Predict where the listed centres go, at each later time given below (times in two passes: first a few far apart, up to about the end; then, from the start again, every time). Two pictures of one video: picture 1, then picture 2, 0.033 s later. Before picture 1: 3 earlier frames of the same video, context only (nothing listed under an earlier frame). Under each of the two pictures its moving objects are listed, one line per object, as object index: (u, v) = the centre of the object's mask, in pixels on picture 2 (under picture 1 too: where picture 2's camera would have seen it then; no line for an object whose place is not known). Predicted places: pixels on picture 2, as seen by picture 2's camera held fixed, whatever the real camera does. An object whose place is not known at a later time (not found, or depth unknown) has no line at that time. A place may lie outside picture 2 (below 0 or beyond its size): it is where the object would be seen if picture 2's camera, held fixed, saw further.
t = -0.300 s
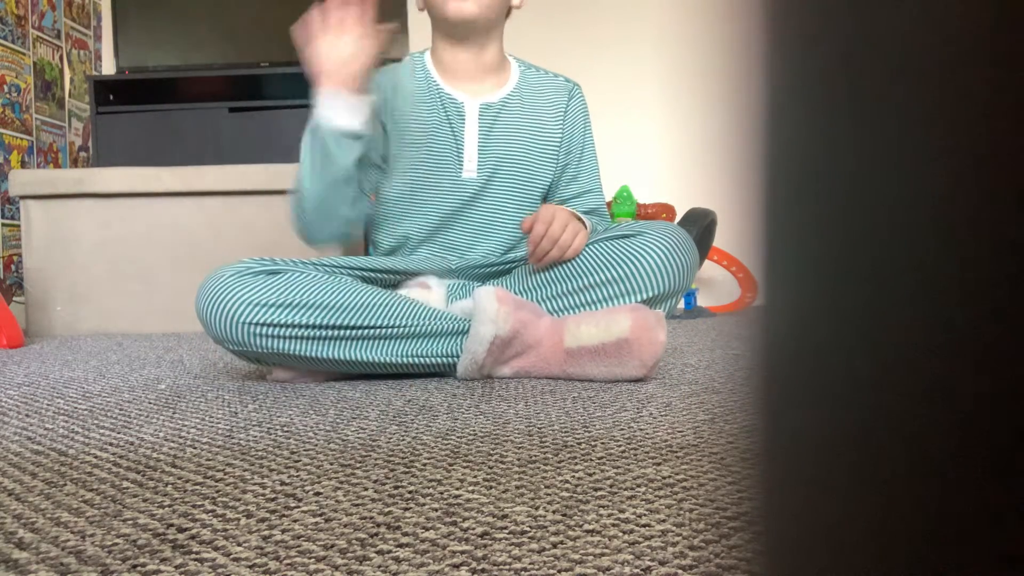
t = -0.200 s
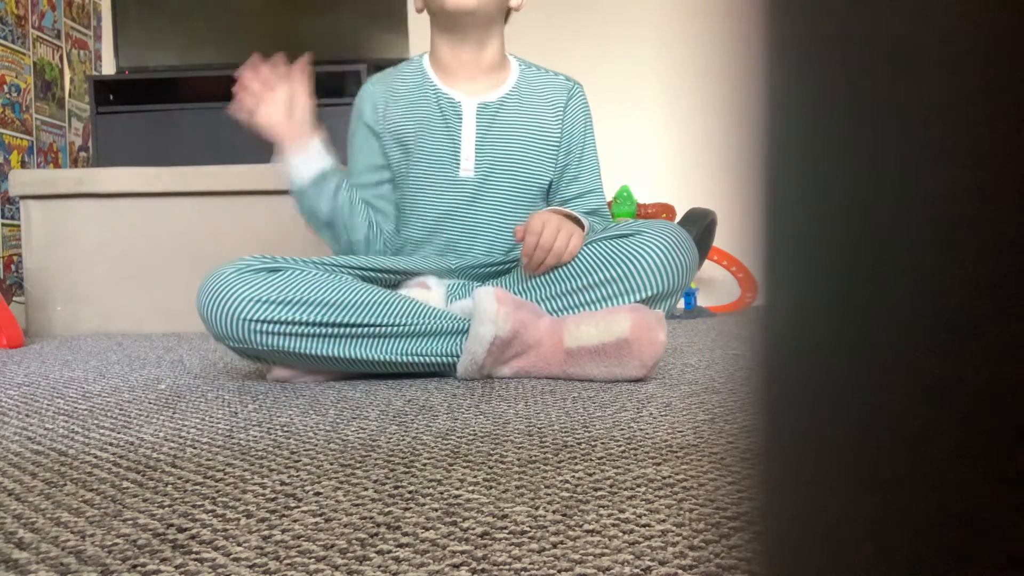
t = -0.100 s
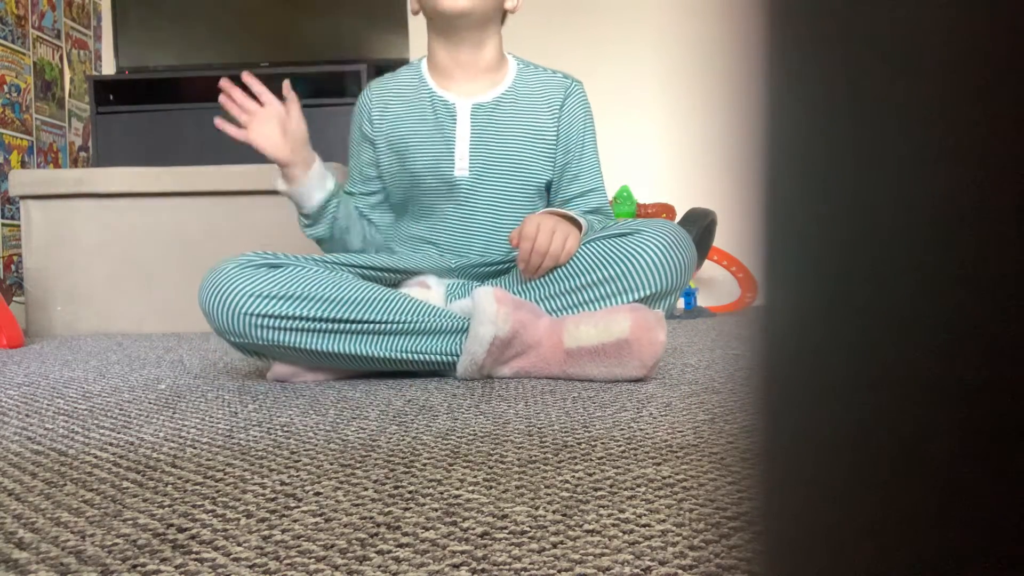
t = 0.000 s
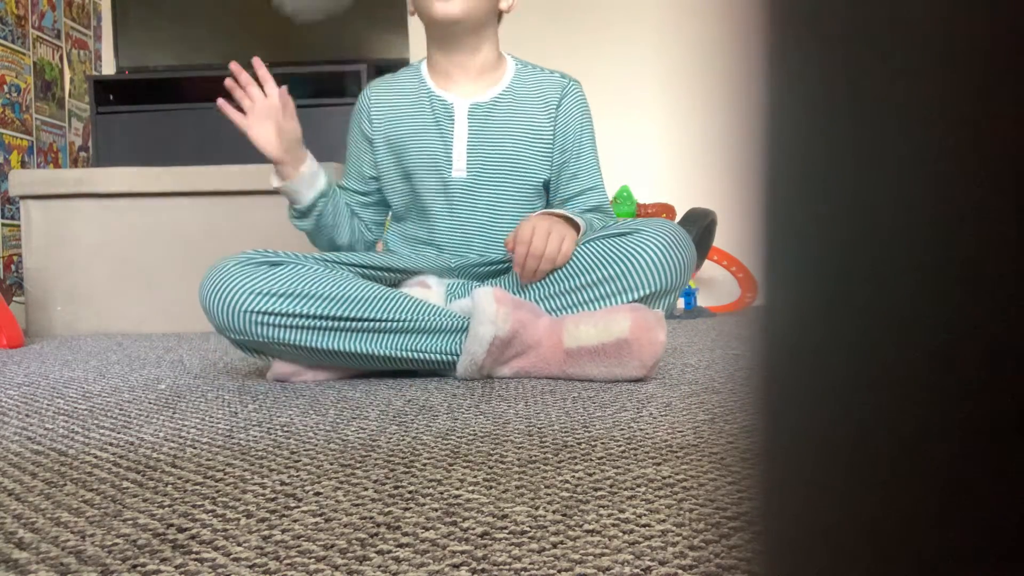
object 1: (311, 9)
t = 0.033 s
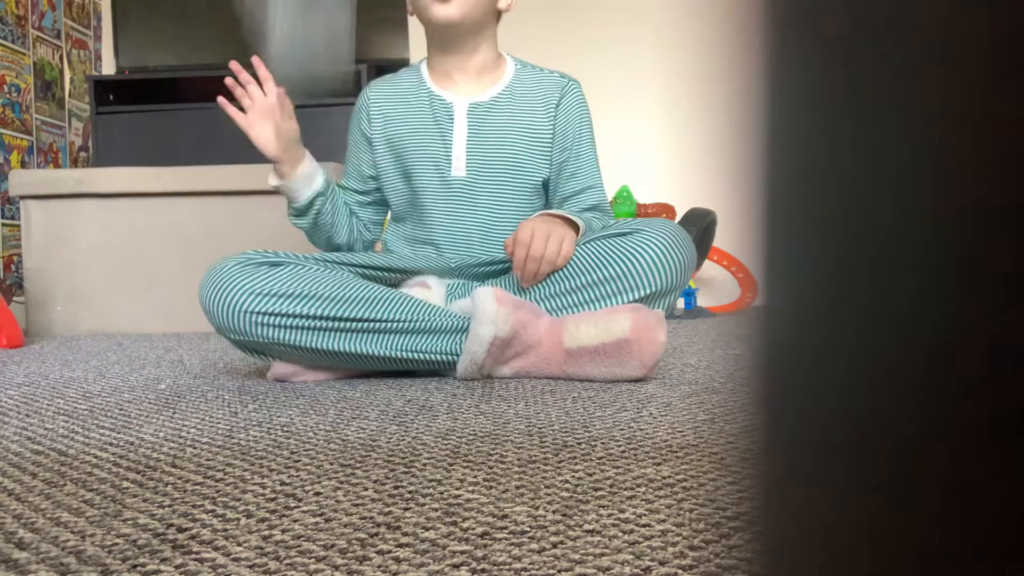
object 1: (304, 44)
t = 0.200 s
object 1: (298, 341)
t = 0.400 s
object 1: (337, 346)
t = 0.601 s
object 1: (374, 401)
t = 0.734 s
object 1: (377, 402)
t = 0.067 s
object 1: (291, 70)
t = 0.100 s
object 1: (276, 127)
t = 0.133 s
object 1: (278, 274)
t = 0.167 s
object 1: (284, 346)
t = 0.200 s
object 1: (298, 341)
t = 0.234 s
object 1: (307, 339)
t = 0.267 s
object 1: (312, 340)
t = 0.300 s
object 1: (318, 340)
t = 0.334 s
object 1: (324, 340)
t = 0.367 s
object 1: (330, 343)
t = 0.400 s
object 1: (337, 346)
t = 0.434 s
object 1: (344, 351)
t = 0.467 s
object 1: (350, 355)
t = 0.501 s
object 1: (356, 363)
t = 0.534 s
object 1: (362, 372)
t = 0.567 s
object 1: (367, 388)
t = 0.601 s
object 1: (374, 401)
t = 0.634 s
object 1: (371, 400)
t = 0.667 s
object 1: (375, 400)
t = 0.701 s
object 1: (377, 402)
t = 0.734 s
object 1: (377, 402)
